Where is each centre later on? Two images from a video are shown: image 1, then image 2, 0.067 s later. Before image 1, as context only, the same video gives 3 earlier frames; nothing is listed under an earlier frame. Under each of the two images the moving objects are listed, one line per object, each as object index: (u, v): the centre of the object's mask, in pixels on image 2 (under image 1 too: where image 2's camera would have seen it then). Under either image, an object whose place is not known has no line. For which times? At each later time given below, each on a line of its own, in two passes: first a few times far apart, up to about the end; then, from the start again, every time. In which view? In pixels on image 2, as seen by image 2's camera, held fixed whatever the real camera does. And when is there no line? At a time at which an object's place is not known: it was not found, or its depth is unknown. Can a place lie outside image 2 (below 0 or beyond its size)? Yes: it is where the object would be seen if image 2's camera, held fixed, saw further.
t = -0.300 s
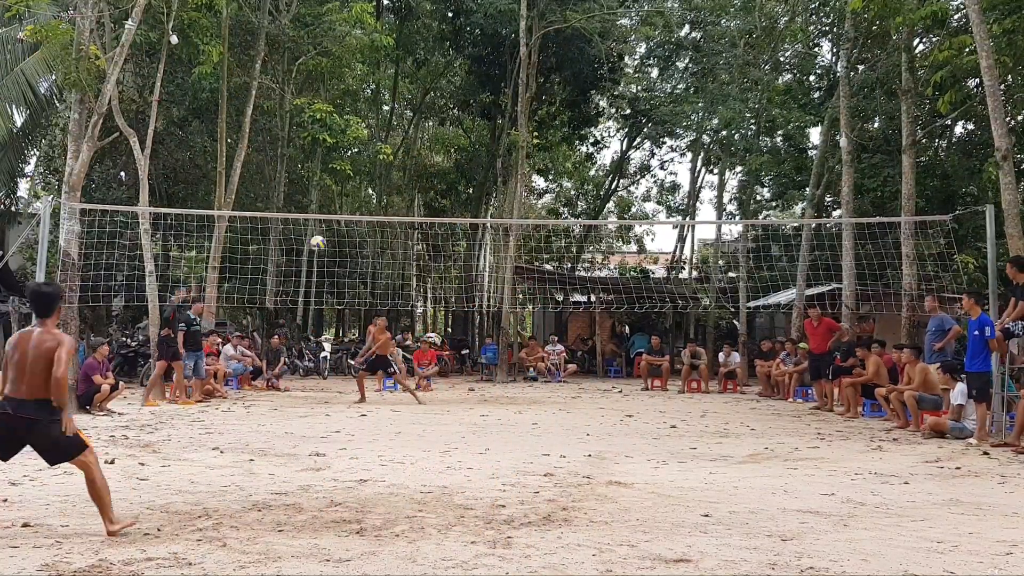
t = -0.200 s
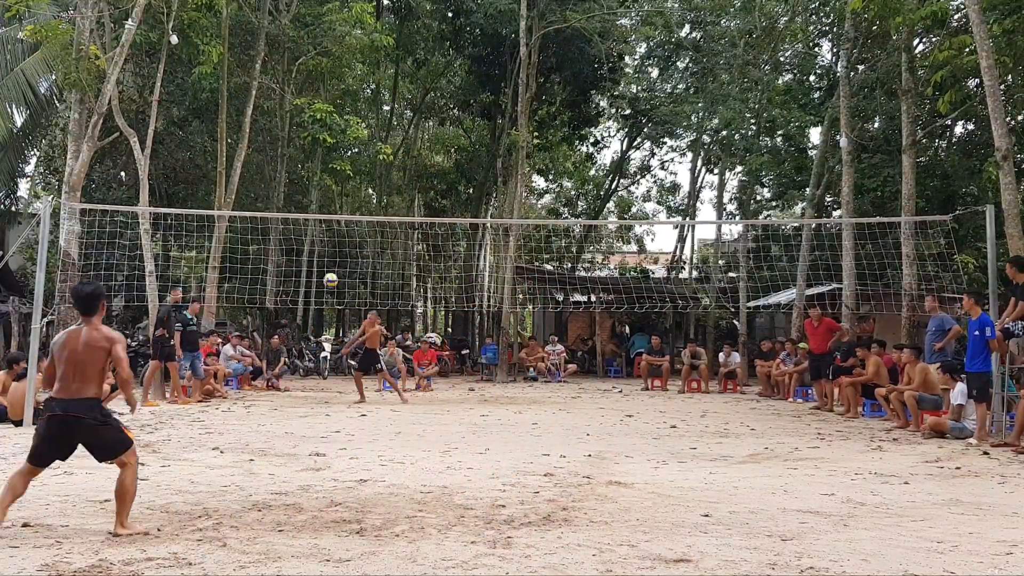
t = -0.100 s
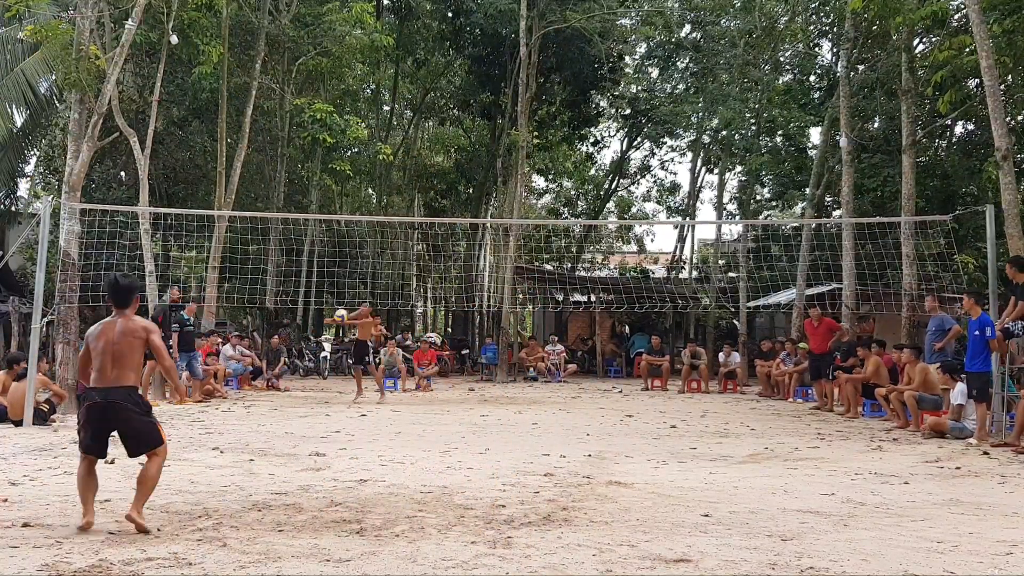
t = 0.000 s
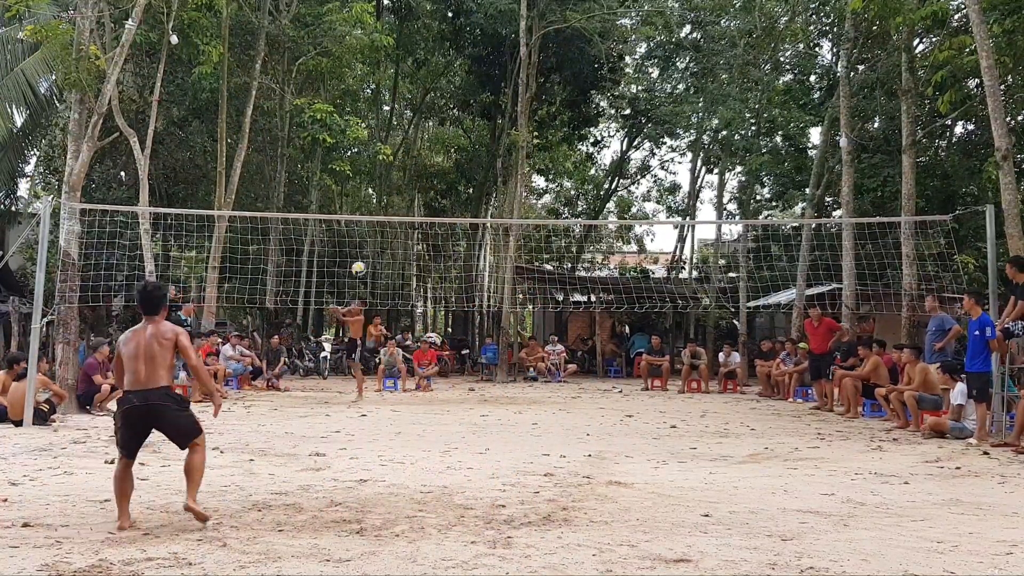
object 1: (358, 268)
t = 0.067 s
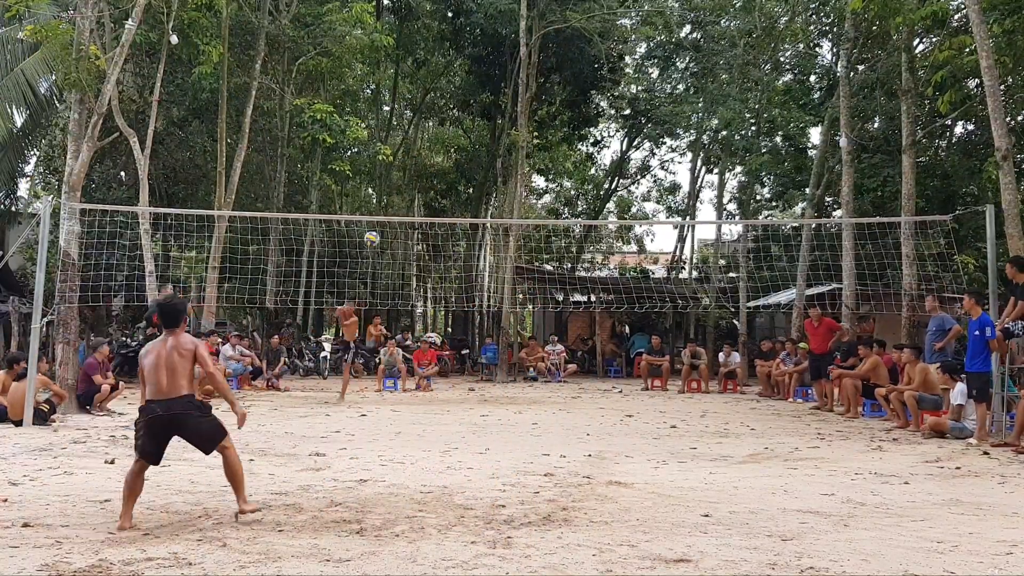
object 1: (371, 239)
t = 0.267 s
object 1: (416, 158)
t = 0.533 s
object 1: (493, 79)
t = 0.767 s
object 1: (581, 47)
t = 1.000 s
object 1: (696, 74)
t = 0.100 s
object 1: (378, 225)
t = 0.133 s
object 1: (386, 210)
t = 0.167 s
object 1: (392, 197)
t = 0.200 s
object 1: (400, 184)
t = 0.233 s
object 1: (408, 170)
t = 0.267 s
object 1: (416, 158)
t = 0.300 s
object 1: (425, 147)
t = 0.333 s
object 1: (433, 136)
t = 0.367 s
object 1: (442, 125)
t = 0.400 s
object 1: (452, 115)
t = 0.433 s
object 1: (461, 105)
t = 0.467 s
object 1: (472, 95)
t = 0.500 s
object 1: (482, 87)
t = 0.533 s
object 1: (493, 79)
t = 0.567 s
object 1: (504, 72)
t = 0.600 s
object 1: (515, 66)
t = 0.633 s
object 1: (528, 60)
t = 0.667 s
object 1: (541, 56)
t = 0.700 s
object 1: (553, 51)
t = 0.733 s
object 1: (567, 49)
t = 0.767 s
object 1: (581, 47)
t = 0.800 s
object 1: (595, 47)
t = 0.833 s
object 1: (610, 48)
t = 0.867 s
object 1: (626, 49)
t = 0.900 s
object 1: (642, 54)
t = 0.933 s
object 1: (659, 58)
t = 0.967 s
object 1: (677, 65)
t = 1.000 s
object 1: (696, 74)
